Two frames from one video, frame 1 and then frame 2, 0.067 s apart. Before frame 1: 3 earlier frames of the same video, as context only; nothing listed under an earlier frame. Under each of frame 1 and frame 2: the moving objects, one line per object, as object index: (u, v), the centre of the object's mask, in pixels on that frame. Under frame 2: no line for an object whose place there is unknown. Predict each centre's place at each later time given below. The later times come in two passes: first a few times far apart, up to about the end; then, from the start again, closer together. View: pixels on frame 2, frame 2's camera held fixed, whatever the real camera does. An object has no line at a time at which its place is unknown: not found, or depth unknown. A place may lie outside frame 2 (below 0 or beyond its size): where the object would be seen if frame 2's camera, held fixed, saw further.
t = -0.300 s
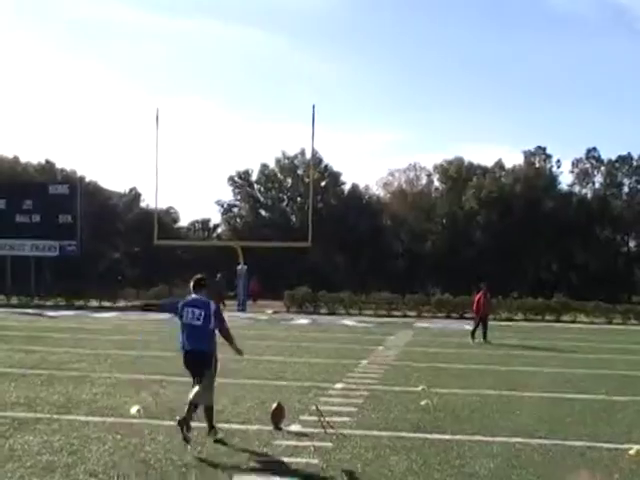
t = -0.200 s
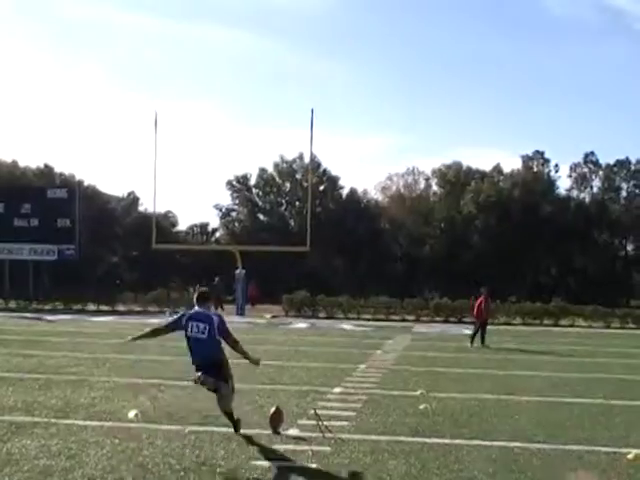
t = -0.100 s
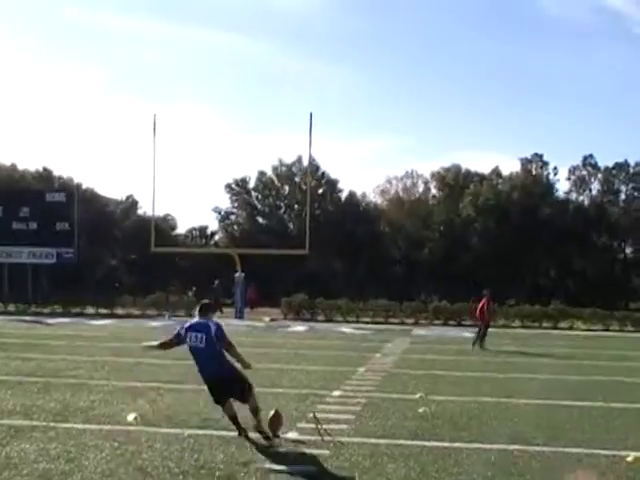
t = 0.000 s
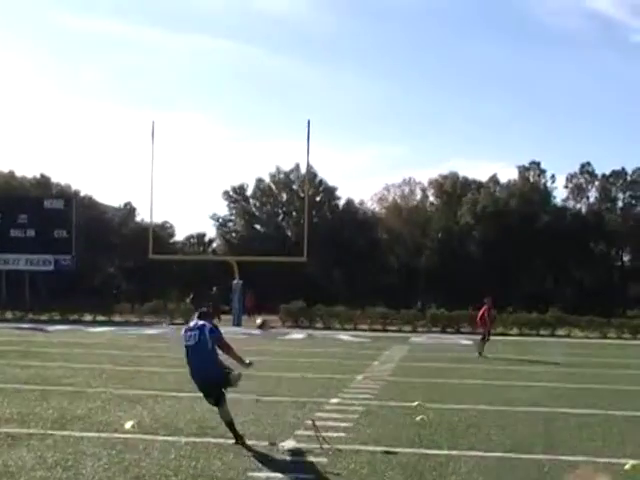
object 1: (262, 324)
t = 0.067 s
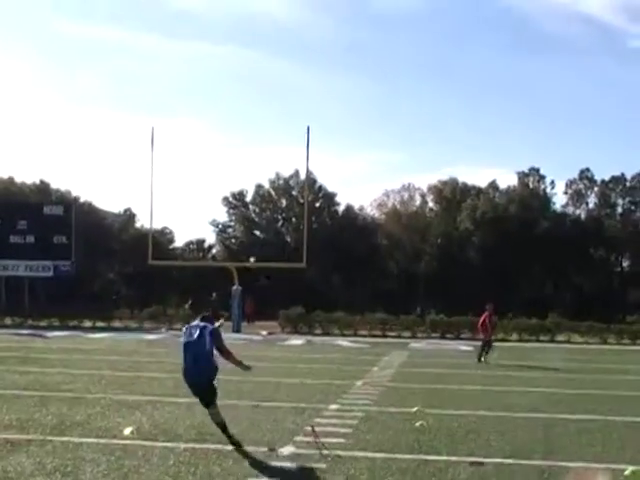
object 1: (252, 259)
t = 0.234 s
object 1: (245, 153)
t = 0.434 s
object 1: (236, 81)
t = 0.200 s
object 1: (247, 170)
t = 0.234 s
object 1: (245, 153)
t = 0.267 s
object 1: (243, 137)
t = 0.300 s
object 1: (241, 123)
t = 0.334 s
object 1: (240, 111)
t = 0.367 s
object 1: (238, 99)
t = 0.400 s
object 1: (237, 89)
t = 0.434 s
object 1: (236, 81)
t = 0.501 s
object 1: (234, 65)
